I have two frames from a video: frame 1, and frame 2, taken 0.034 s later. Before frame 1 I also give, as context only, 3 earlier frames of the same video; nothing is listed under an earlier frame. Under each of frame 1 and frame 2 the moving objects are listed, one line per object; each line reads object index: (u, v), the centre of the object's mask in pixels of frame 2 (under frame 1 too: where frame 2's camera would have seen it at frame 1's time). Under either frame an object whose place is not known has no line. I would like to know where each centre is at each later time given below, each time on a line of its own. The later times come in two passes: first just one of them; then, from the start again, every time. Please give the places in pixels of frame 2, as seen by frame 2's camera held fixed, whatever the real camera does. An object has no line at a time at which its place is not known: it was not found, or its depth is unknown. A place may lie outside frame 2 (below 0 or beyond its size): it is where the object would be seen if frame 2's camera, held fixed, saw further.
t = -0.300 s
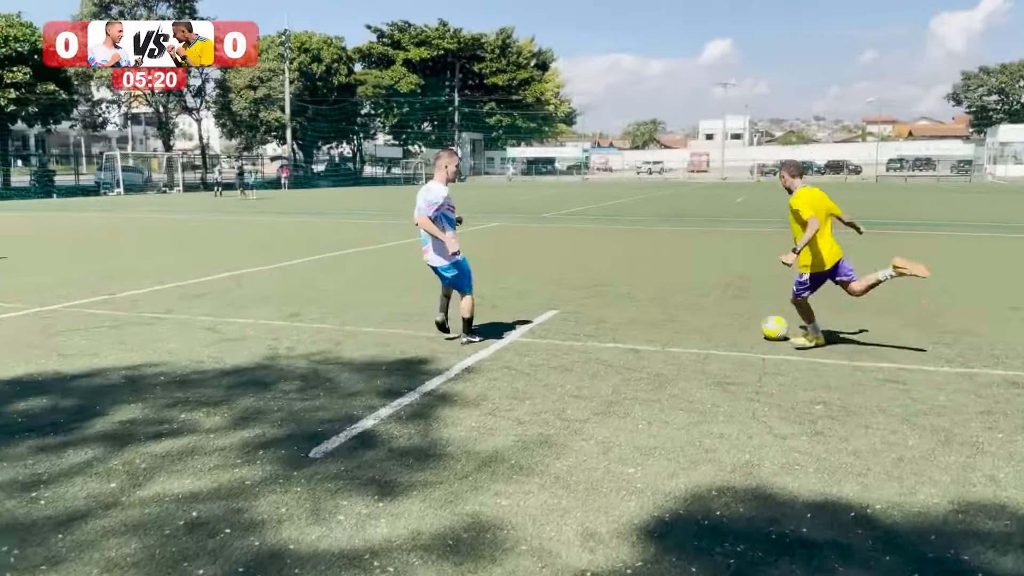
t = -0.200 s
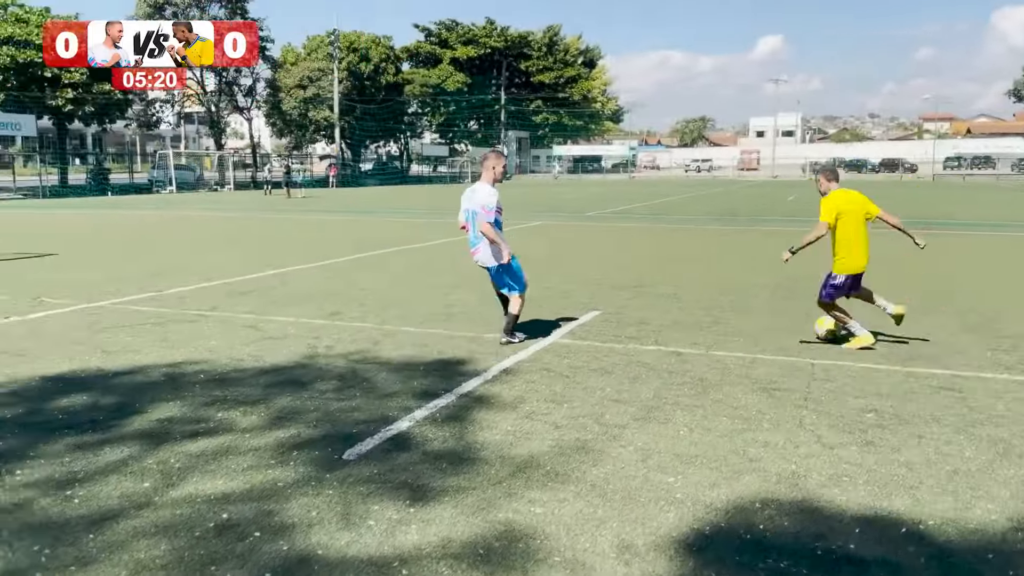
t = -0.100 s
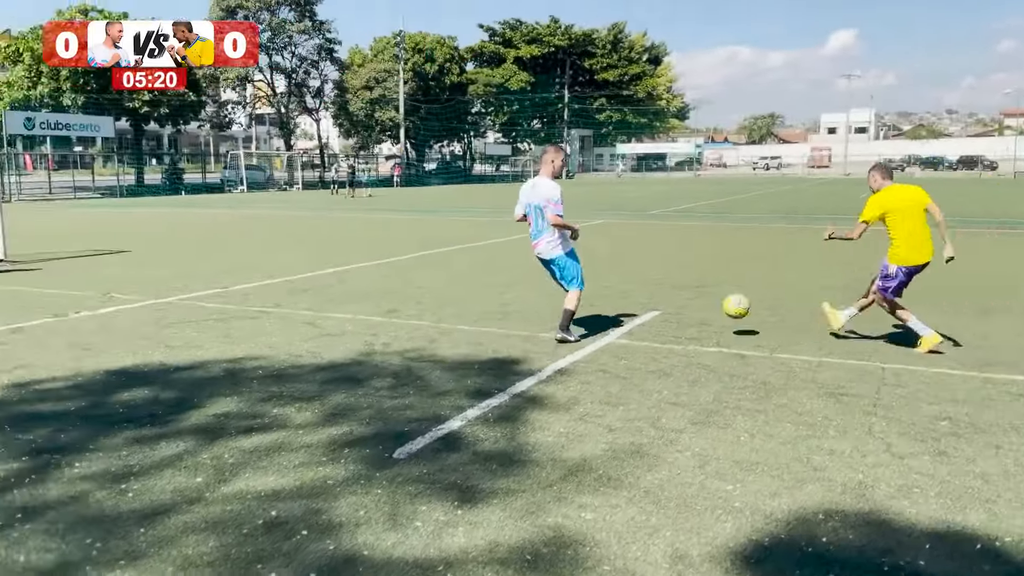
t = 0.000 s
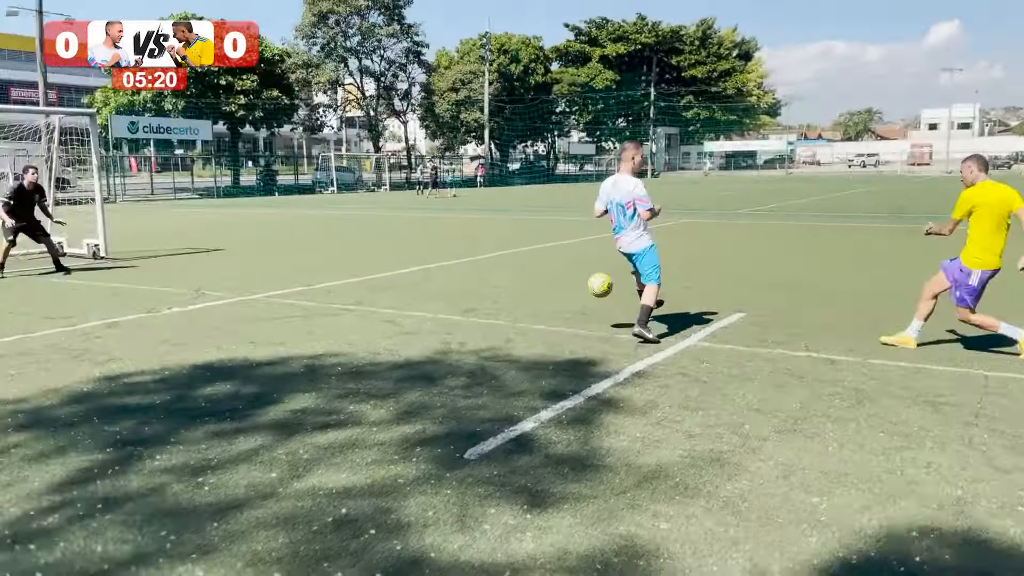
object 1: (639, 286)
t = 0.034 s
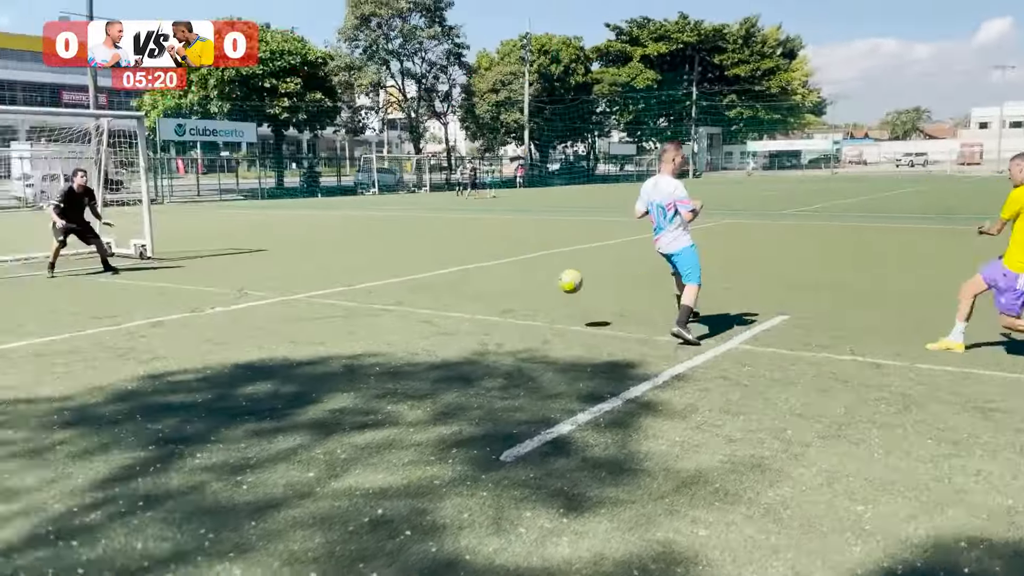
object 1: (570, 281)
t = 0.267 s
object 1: (157, 278)
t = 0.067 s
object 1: (503, 278)
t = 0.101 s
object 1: (440, 275)
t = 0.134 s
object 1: (380, 274)
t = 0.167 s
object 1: (321, 274)
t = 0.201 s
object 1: (264, 275)
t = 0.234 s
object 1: (210, 276)
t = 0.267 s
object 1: (157, 278)
